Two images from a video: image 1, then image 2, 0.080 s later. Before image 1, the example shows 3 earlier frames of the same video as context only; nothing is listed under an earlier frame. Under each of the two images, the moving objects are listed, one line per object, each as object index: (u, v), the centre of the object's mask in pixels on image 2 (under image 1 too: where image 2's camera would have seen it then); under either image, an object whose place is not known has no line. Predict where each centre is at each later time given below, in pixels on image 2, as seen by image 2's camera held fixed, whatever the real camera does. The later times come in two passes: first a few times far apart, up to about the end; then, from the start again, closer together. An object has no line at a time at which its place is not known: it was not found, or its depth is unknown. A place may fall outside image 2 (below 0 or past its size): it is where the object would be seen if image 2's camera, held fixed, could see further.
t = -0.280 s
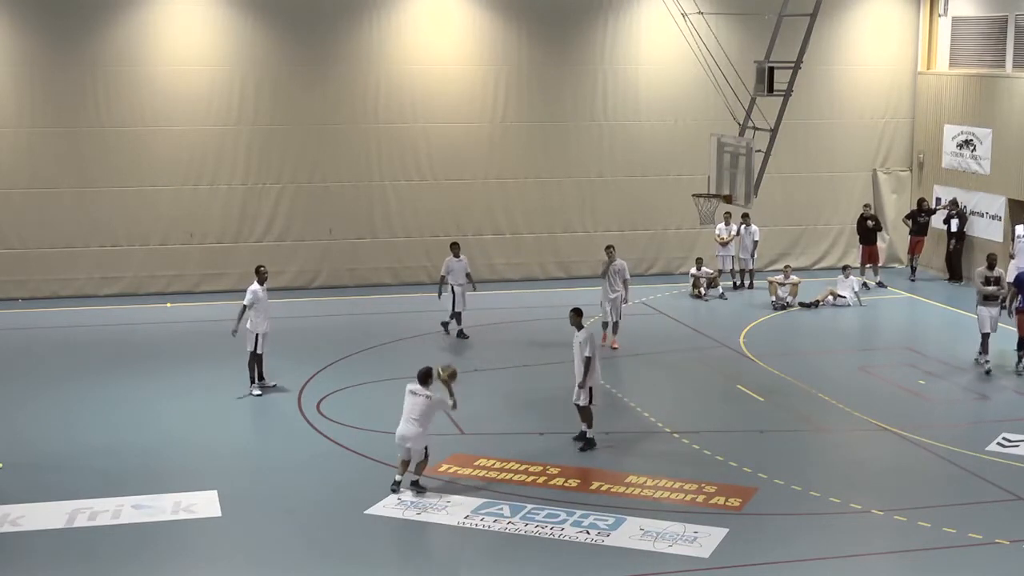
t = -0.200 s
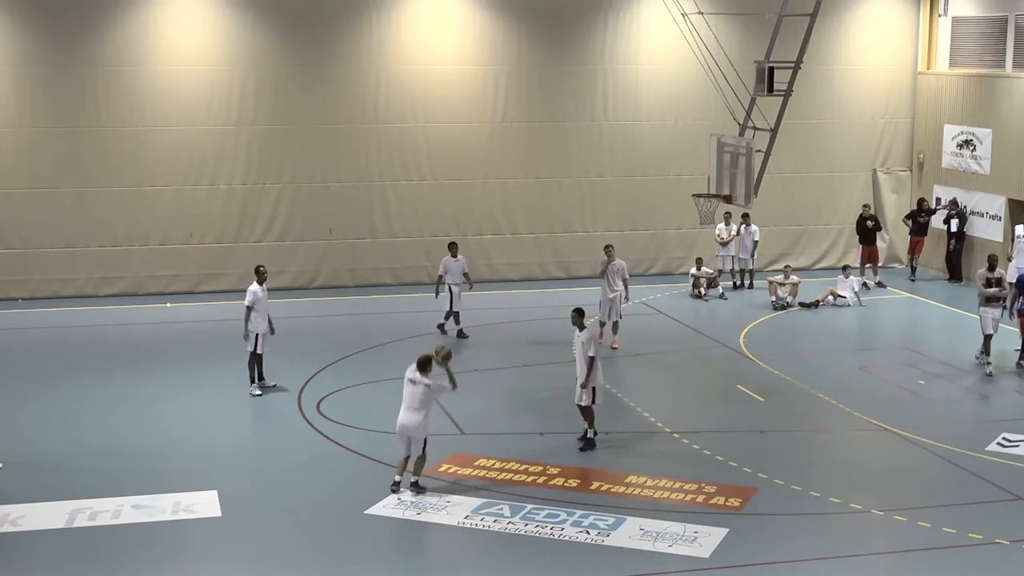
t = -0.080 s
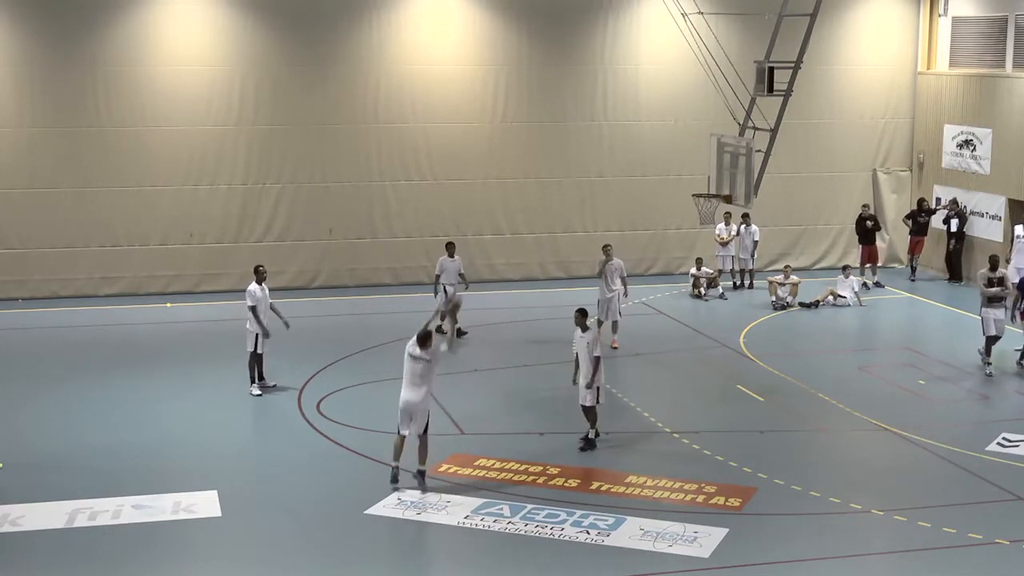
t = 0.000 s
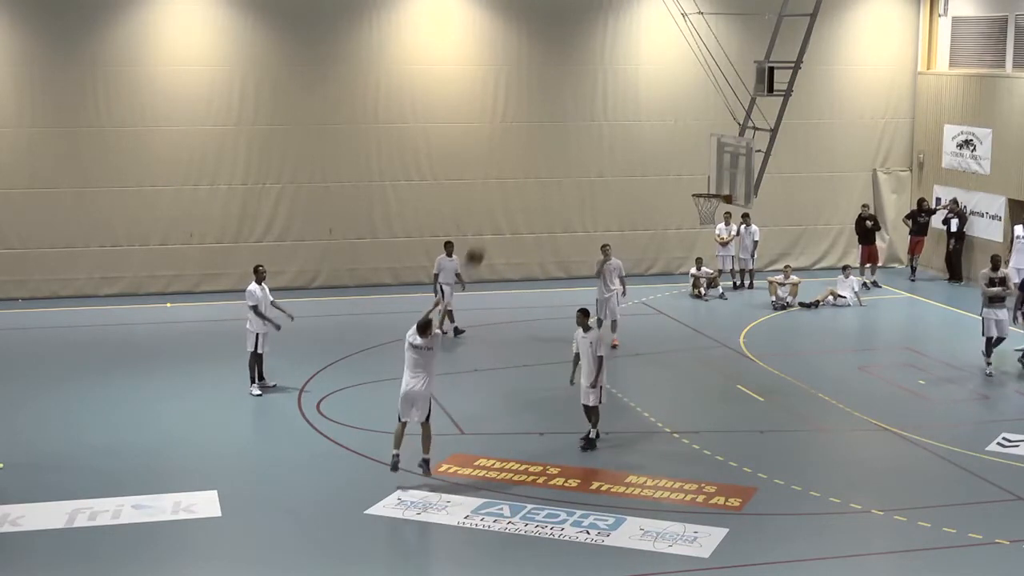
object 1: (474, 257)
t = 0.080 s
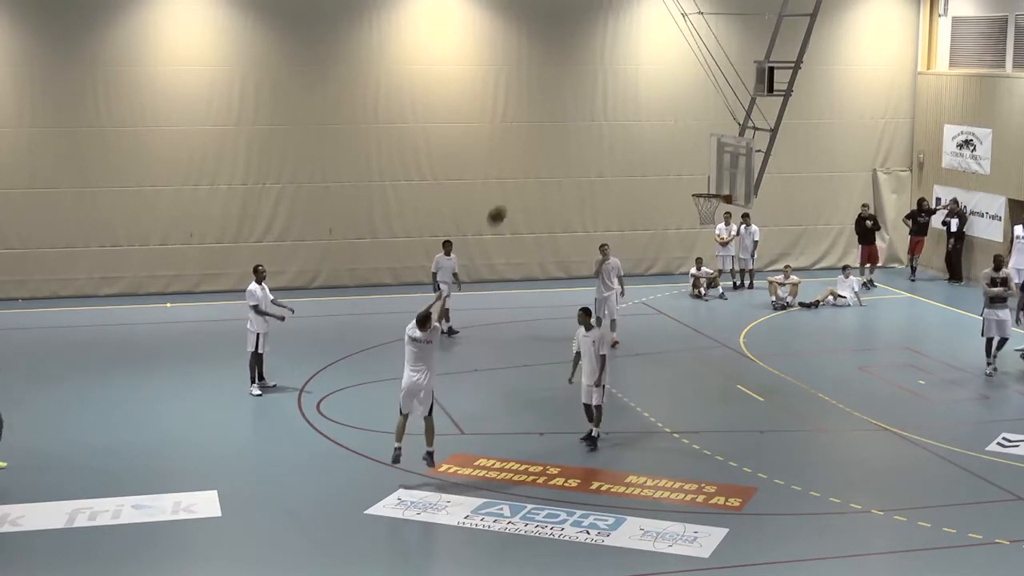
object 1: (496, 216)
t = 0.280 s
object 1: (546, 138)
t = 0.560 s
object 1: (610, 88)
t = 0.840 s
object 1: (666, 96)
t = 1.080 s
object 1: (708, 143)
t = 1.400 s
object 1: (691, 206)
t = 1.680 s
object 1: (699, 217)
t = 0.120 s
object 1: (507, 197)
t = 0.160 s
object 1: (517, 180)
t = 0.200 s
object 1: (527, 164)
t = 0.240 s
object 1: (537, 150)
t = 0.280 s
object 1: (546, 138)
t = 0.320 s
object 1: (556, 126)
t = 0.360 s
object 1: (566, 117)
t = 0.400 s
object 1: (575, 108)
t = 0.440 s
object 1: (584, 101)
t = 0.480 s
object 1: (593, 95)
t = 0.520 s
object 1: (602, 91)
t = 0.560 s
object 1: (610, 88)
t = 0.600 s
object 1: (619, 85)
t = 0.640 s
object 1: (627, 84)
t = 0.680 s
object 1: (635, 85)
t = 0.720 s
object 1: (643, 86)
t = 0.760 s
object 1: (651, 88)
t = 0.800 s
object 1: (659, 92)
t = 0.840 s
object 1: (666, 96)
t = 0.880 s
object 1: (674, 102)
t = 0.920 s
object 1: (681, 108)
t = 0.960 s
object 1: (688, 115)
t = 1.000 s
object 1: (695, 124)
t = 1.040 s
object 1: (701, 133)
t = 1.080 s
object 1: (708, 143)
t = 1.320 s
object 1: (699, 207)
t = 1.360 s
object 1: (694, 209)
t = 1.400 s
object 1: (691, 206)
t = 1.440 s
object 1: (690, 204)
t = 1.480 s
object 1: (689, 205)
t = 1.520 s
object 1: (690, 206)
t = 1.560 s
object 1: (691, 209)
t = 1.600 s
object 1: (693, 212)
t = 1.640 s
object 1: (696, 214)
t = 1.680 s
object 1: (699, 217)
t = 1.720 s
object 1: (703, 221)
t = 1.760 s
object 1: (706, 226)
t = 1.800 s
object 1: (709, 232)
